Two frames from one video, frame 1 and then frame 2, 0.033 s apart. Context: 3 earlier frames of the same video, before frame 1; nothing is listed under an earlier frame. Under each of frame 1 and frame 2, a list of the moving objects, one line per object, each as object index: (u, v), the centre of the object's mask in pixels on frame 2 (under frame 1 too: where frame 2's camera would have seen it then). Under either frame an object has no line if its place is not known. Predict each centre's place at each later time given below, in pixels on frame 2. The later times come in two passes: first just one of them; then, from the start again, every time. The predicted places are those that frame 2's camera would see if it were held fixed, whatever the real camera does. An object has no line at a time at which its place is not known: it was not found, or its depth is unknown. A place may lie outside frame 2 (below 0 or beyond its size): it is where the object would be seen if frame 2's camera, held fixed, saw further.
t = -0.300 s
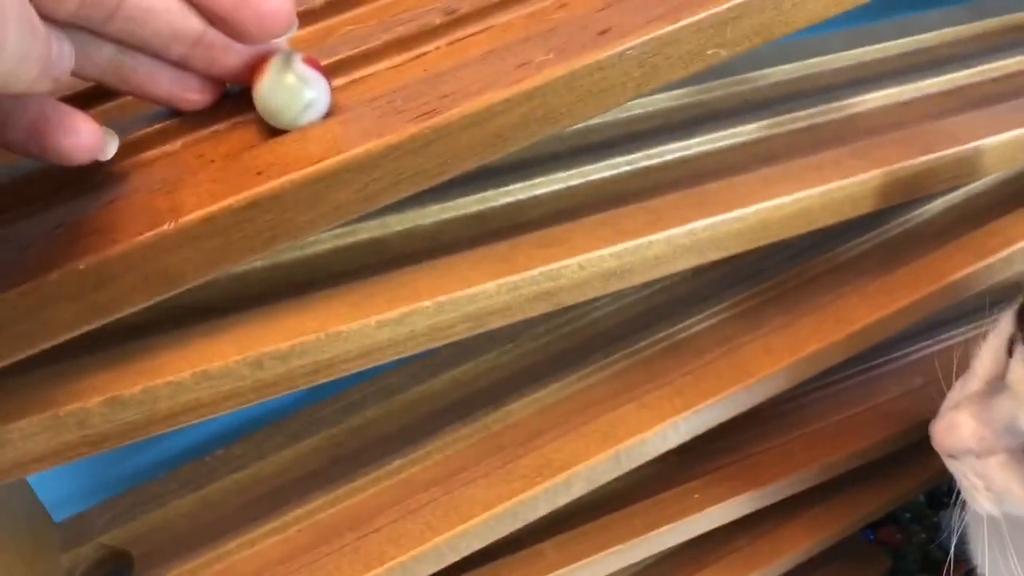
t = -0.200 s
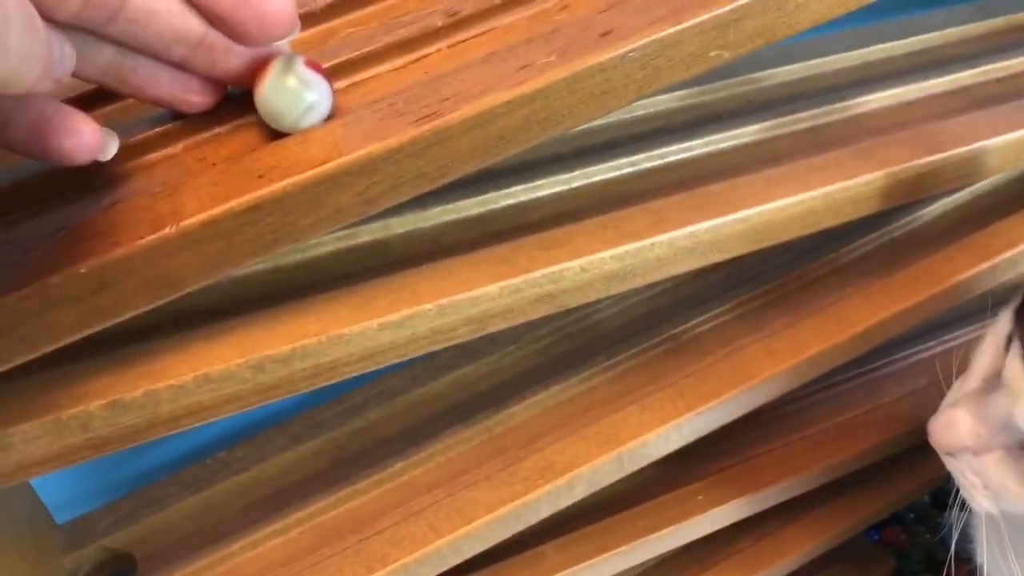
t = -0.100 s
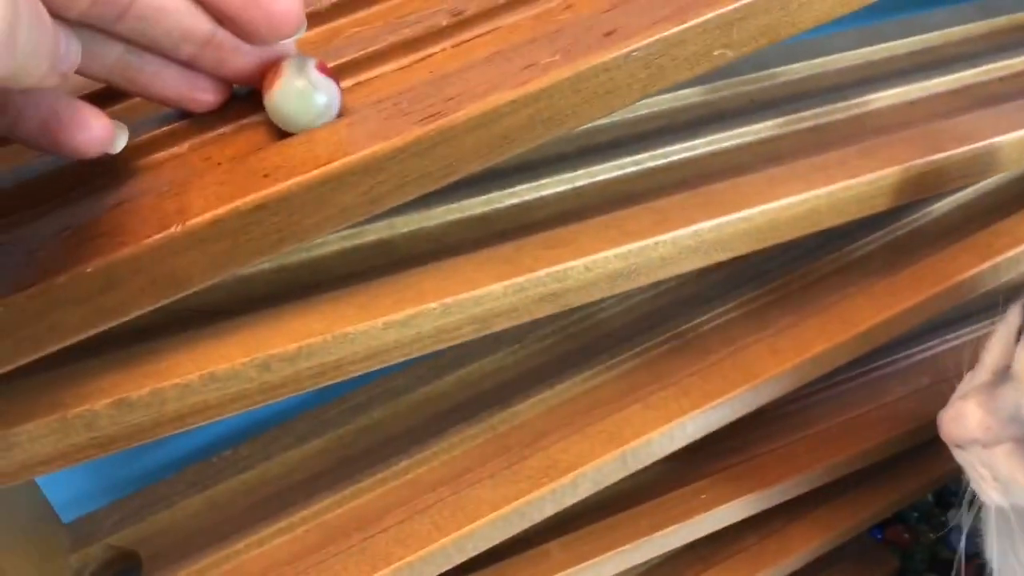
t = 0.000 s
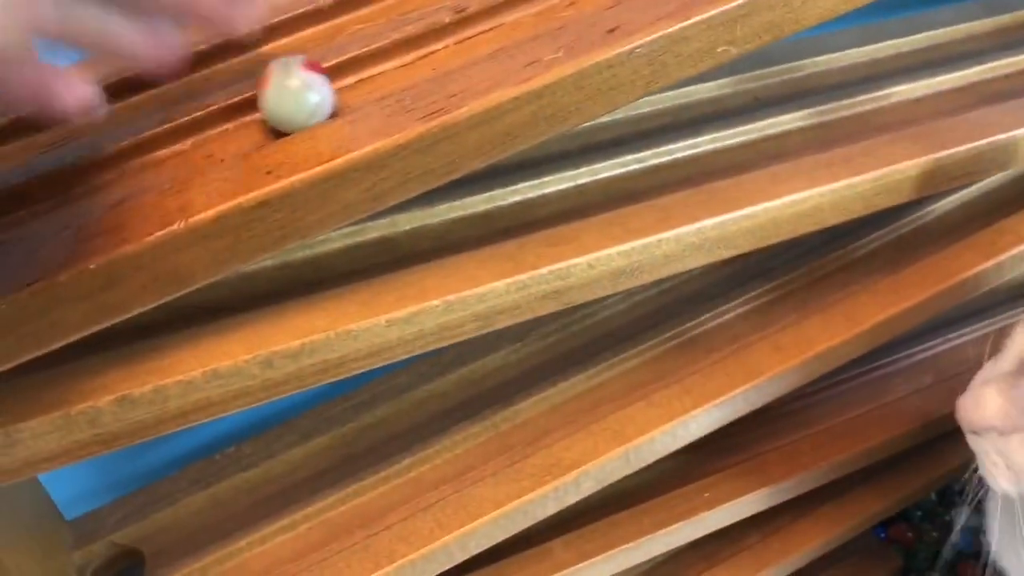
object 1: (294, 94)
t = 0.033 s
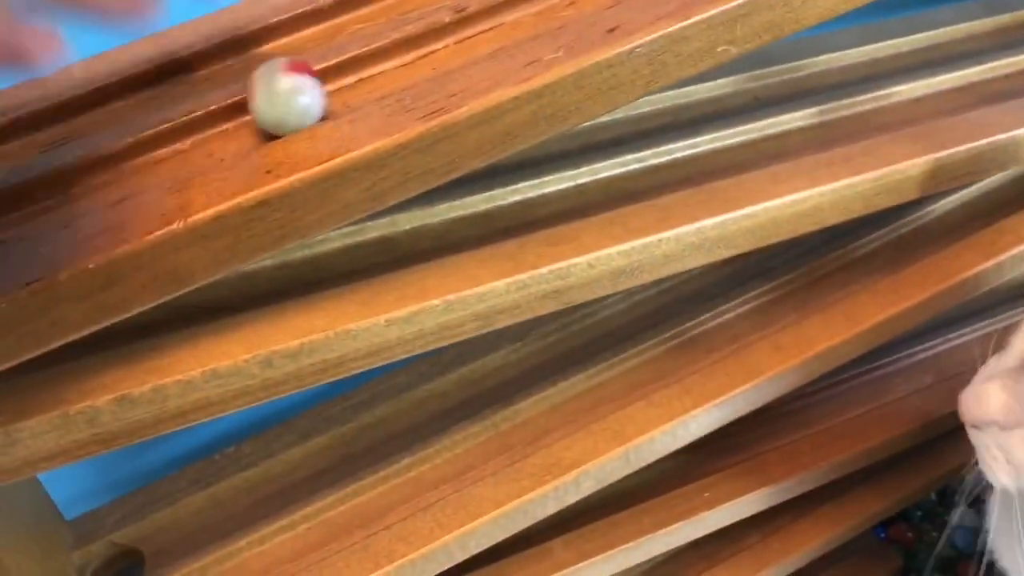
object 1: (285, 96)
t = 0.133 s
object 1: (243, 116)
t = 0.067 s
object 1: (274, 101)
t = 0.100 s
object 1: (261, 109)
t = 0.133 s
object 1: (243, 116)
